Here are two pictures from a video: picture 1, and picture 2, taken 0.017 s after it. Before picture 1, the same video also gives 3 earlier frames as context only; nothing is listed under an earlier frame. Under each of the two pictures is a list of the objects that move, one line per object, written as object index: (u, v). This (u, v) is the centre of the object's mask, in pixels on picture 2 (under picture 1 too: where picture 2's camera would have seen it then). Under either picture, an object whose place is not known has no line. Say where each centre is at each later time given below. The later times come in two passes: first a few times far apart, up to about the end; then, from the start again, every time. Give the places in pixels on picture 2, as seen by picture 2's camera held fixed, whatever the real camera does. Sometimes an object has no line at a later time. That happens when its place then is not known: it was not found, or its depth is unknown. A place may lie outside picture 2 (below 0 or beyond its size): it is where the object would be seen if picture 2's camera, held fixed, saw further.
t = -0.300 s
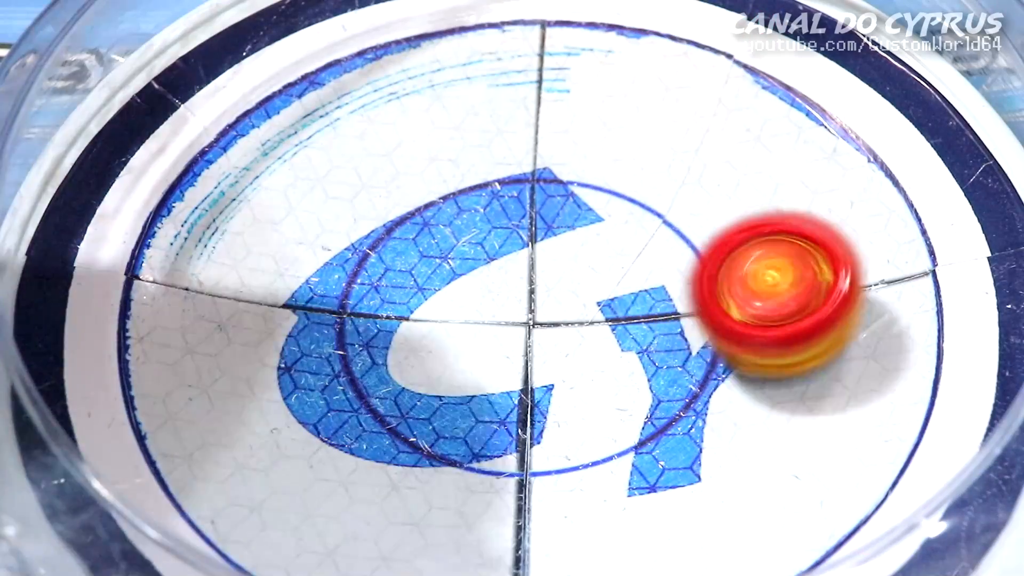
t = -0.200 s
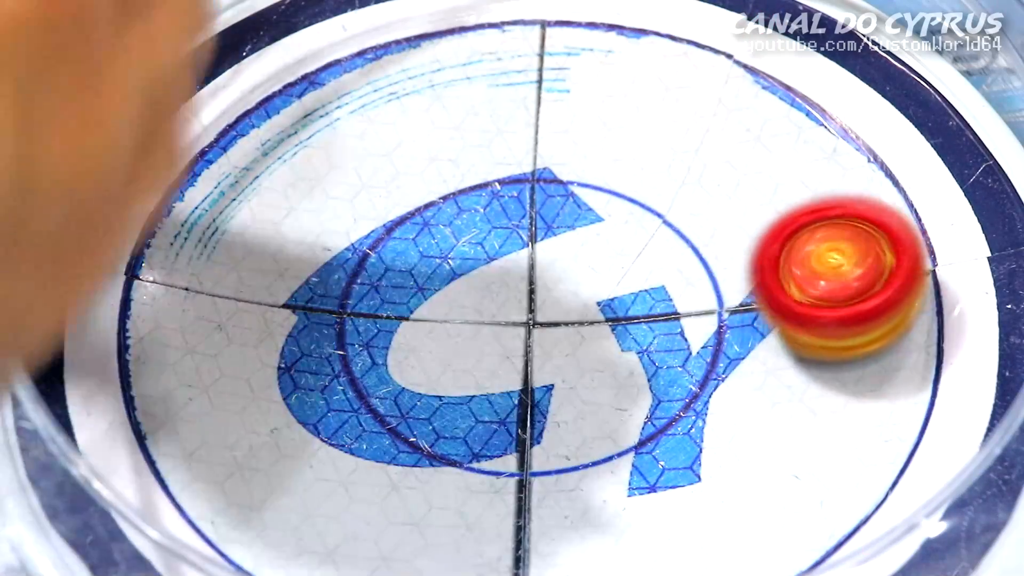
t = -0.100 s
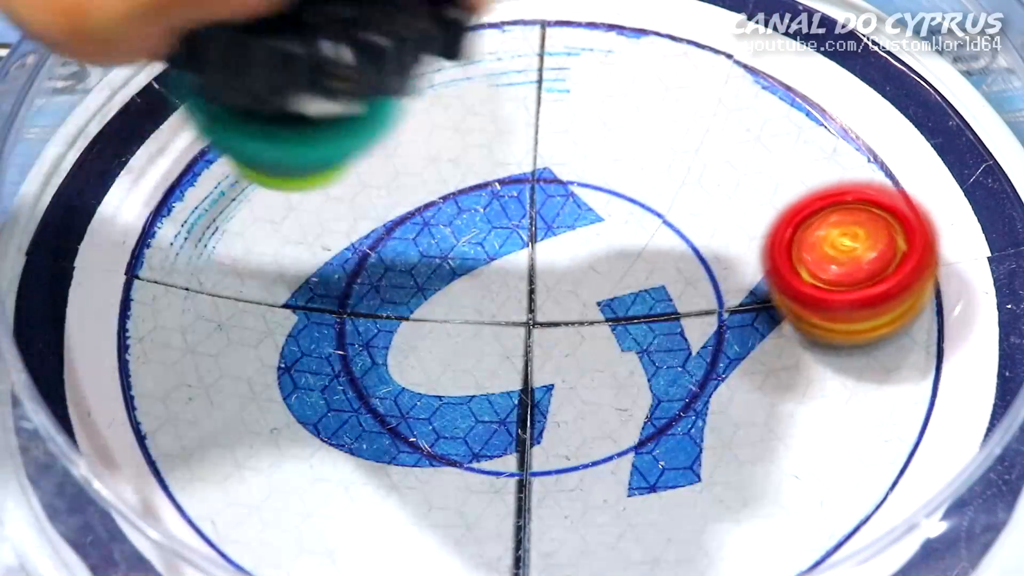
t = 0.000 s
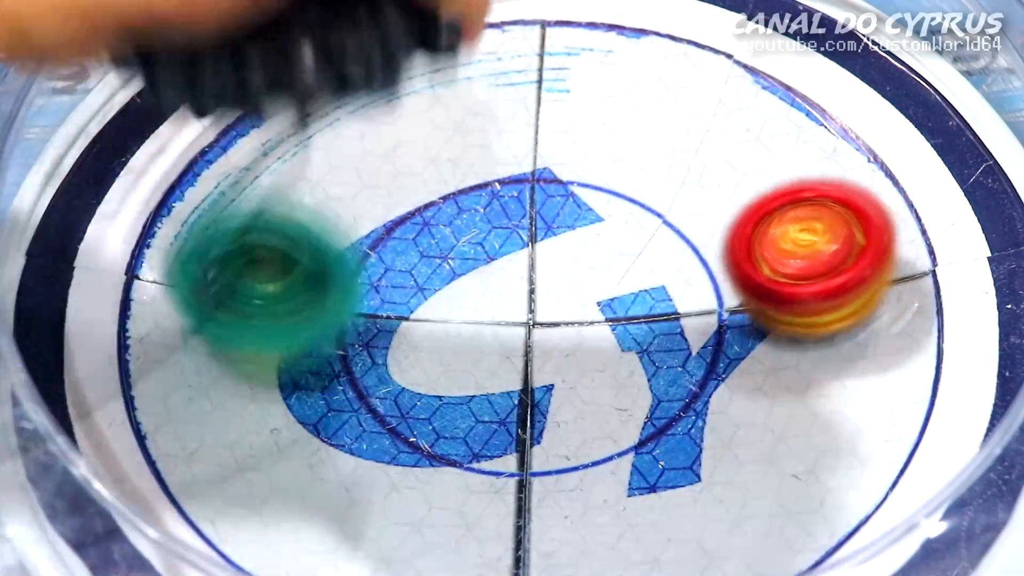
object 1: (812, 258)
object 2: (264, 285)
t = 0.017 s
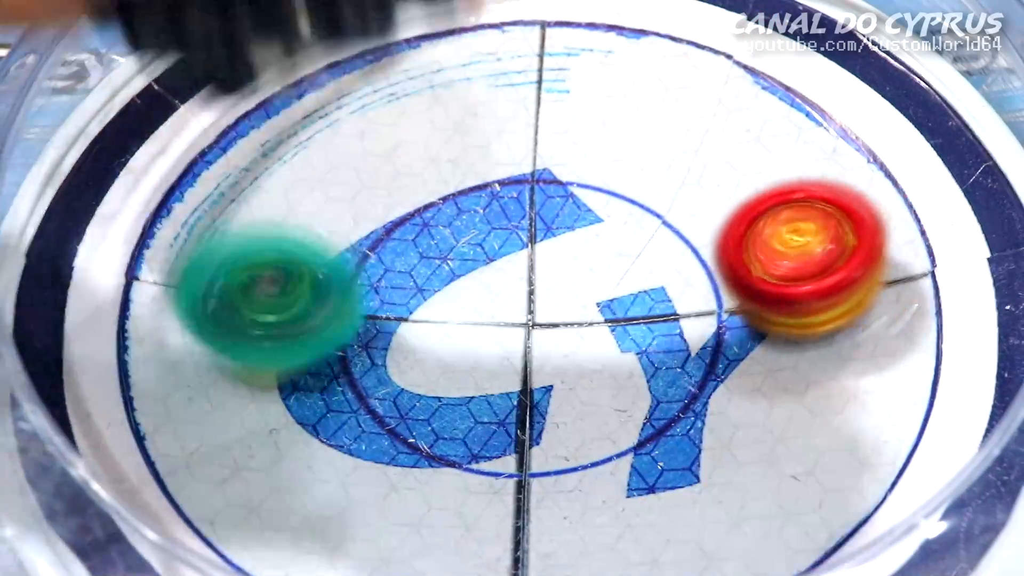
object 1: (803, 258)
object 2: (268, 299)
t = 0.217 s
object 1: (676, 291)
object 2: (418, 217)
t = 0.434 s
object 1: (558, 431)
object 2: (487, 215)
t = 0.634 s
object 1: (597, 511)
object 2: (450, 242)
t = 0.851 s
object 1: (639, 468)
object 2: (489, 198)
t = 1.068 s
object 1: (515, 399)
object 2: (531, 125)
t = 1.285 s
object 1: (388, 381)
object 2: (521, 174)
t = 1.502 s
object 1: (335, 391)
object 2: (620, 240)
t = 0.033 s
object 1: (795, 258)
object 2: (277, 277)
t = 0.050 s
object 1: (784, 259)
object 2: (287, 256)
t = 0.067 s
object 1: (774, 260)
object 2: (299, 243)
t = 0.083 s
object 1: (764, 261)
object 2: (312, 237)
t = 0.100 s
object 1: (754, 263)
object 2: (326, 236)
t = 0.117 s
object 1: (742, 266)
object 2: (343, 241)
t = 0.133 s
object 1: (731, 270)
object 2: (356, 247)
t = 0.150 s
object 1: (721, 273)
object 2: (369, 235)
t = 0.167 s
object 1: (710, 276)
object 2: (381, 228)
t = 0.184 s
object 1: (698, 281)
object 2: (393, 225)
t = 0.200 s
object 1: (687, 286)
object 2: (406, 219)
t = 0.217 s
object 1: (676, 291)
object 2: (418, 217)
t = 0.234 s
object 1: (663, 299)
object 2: (430, 213)
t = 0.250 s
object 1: (650, 308)
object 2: (440, 211)
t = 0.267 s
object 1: (638, 318)
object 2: (448, 207)
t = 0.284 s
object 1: (624, 328)
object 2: (456, 205)
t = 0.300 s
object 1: (612, 340)
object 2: (463, 203)
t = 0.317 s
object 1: (602, 351)
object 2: (471, 202)
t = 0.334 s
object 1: (593, 362)
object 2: (476, 204)
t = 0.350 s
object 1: (586, 373)
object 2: (480, 205)
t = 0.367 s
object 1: (578, 384)
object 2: (484, 206)
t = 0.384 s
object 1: (572, 396)
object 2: (486, 208)
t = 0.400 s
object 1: (567, 407)
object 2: (488, 210)
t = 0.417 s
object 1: (562, 419)
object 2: (488, 213)
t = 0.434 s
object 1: (558, 431)
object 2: (487, 215)
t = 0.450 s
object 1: (555, 444)
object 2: (487, 220)
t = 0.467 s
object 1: (554, 456)
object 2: (484, 222)
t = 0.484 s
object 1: (555, 466)
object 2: (483, 226)
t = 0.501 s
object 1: (556, 476)
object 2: (480, 230)
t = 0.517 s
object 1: (559, 485)
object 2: (477, 233)
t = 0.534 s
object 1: (564, 492)
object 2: (473, 237)
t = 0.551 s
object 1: (569, 498)
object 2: (468, 238)
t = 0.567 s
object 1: (574, 503)
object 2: (462, 241)
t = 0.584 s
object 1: (579, 506)
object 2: (459, 243)
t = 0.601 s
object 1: (584, 509)
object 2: (454, 244)
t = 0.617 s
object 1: (590, 511)
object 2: (453, 242)
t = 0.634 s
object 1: (597, 511)
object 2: (450, 242)
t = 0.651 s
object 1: (605, 511)
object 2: (450, 240)
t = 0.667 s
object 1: (612, 511)
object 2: (449, 238)
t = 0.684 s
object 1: (619, 509)
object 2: (450, 236)
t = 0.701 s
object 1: (626, 508)
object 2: (450, 234)
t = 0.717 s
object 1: (632, 505)
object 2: (453, 231)
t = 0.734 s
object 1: (636, 503)
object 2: (454, 229)
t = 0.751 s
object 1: (639, 500)
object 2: (456, 226)
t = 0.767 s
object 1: (641, 496)
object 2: (459, 224)
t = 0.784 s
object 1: (643, 492)
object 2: (464, 220)
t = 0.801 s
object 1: (643, 486)
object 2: (469, 216)
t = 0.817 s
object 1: (643, 480)
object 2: (475, 211)
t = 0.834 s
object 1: (643, 474)
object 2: (482, 204)
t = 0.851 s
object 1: (639, 468)
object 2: (489, 198)
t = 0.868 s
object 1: (635, 463)
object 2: (496, 190)
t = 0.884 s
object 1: (628, 457)
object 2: (503, 183)
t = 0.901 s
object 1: (619, 452)
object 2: (511, 175)
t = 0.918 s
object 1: (609, 447)
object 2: (518, 167)
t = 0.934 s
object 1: (598, 441)
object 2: (525, 159)
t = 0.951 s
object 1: (587, 434)
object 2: (529, 150)
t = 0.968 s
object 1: (577, 427)
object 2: (532, 140)
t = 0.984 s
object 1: (566, 422)
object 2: (535, 133)
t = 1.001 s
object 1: (556, 416)
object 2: (537, 128)
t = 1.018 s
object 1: (546, 410)
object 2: (538, 125)
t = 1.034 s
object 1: (537, 406)
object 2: (537, 124)
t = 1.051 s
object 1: (527, 402)
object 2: (535, 125)
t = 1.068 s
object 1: (515, 399)
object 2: (531, 125)
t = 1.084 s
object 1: (504, 396)
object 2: (527, 125)
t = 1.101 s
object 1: (491, 392)
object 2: (525, 124)
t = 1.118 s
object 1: (480, 389)
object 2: (519, 124)
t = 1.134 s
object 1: (470, 386)
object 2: (514, 124)
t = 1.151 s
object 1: (460, 385)
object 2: (511, 125)
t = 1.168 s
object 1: (449, 383)
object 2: (510, 127)
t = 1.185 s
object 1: (438, 382)
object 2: (511, 132)
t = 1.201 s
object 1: (428, 381)
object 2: (514, 138)
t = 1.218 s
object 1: (419, 381)
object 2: (517, 145)
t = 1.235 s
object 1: (410, 380)
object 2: (521, 151)
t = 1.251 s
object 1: (402, 380)
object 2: (522, 159)
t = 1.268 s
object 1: (395, 380)
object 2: (522, 167)
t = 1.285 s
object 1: (388, 381)
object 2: (521, 174)
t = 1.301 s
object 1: (382, 381)
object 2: (520, 180)
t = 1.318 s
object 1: (375, 382)
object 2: (523, 187)
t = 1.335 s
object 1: (368, 383)
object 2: (526, 192)
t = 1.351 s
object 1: (361, 384)
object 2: (530, 197)
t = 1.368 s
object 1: (355, 384)
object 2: (538, 203)
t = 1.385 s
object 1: (352, 385)
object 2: (546, 211)
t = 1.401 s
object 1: (348, 386)
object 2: (557, 217)
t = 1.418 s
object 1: (347, 387)
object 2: (565, 222)
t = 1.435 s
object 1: (345, 388)
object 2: (574, 227)
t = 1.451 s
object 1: (342, 390)
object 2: (583, 232)
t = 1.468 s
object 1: (339, 390)
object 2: (595, 236)
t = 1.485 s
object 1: (337, 391)
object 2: (609, 237)
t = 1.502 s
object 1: (335, 391)
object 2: (620, 240)
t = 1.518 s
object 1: (335, 390)
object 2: (631, 240)
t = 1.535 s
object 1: (335, 388)
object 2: (643, 239)
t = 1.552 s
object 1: (337, 388)
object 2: (655, 238)
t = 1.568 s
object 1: (339, 387)
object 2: (664, 237)
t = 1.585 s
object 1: (342, 387)
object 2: (675, 234)
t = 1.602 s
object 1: (344, 386)
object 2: (684, 231)
